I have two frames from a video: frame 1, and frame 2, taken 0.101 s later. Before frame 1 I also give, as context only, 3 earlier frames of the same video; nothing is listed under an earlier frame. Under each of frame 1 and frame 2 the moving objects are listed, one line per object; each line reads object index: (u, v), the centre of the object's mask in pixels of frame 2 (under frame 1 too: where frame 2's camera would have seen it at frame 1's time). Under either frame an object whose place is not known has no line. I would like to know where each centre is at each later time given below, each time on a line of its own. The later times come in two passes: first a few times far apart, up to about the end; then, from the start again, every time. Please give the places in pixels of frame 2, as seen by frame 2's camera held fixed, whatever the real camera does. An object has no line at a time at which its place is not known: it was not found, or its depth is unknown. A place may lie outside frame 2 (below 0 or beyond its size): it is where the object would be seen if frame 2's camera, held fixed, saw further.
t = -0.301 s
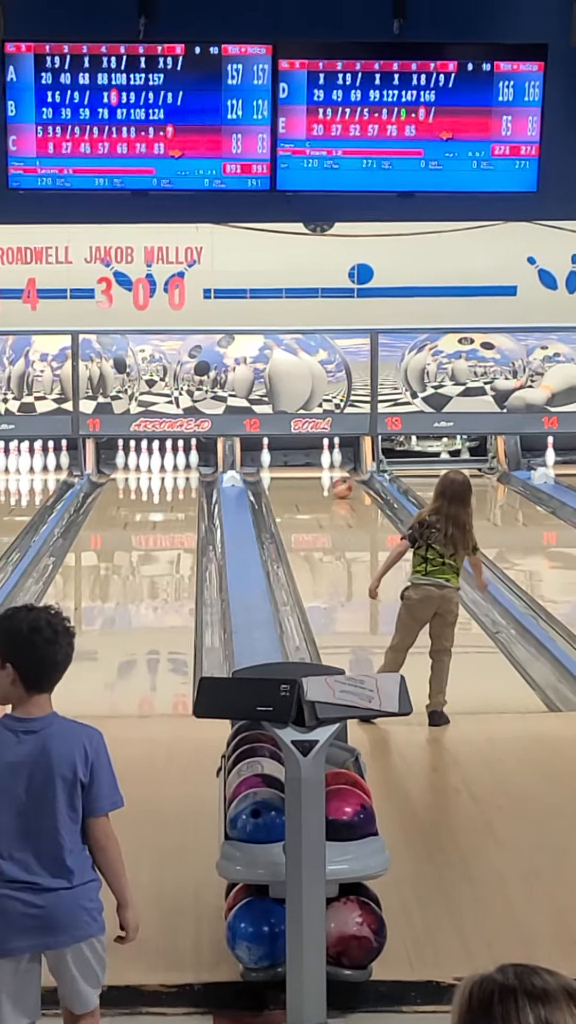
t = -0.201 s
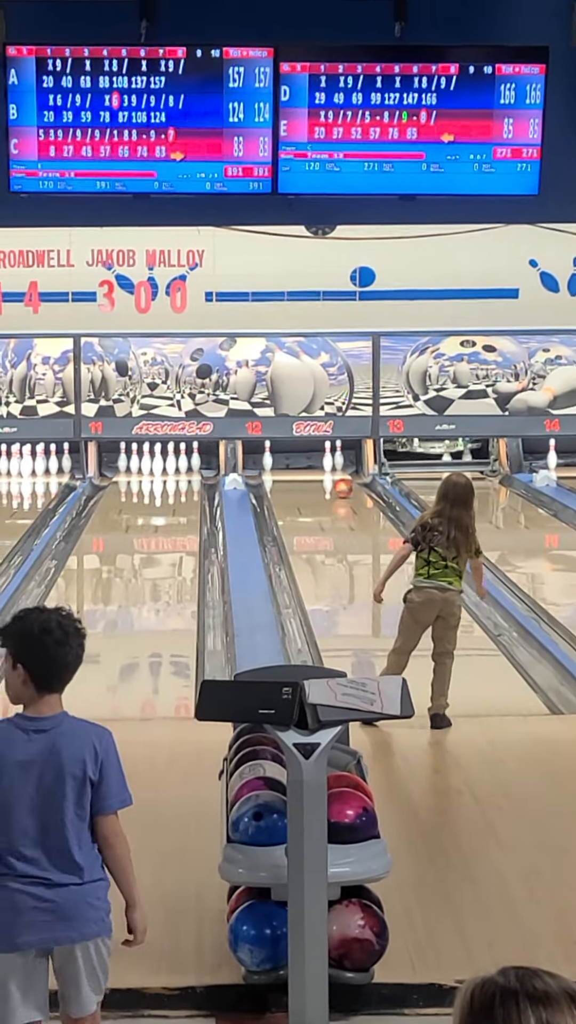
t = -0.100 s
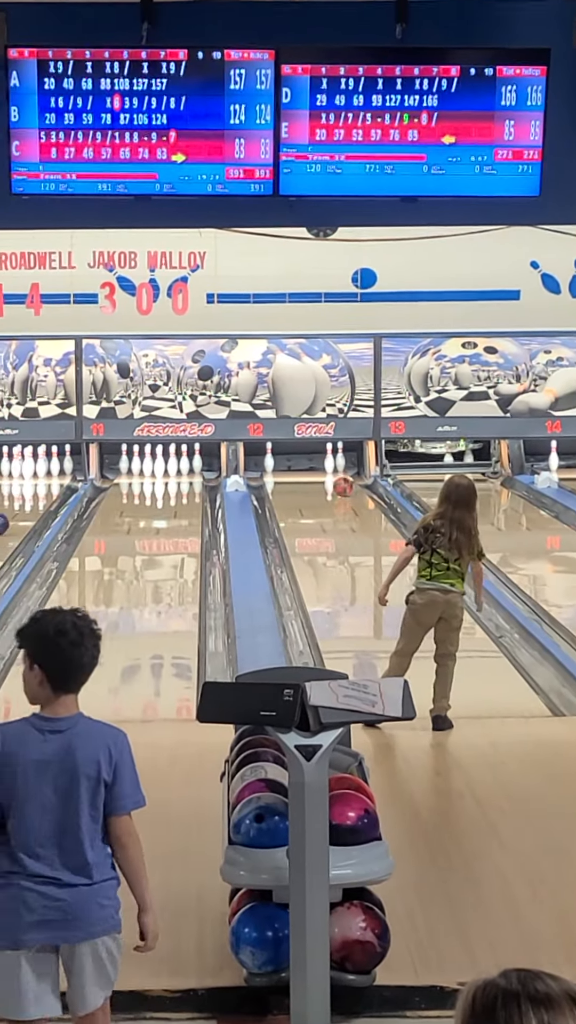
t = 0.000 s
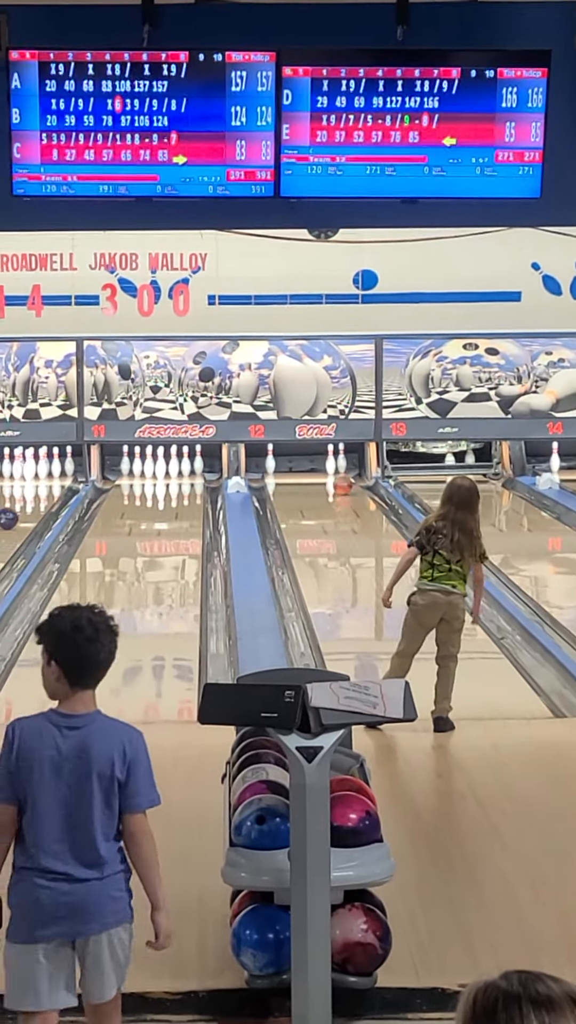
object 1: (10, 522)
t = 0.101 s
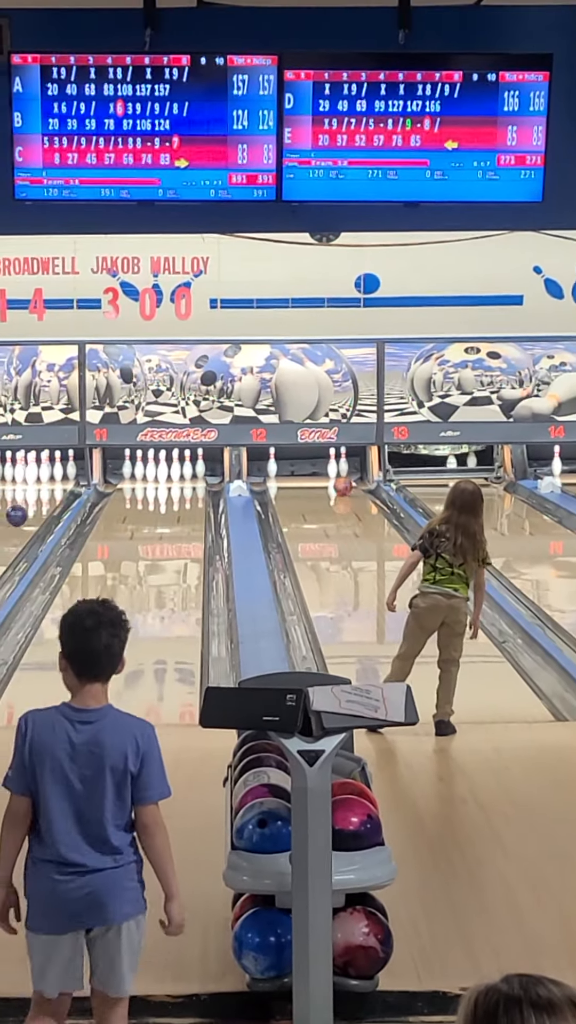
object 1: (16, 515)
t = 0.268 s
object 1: (27, 506)
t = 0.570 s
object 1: (39, 492)
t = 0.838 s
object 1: (40, 482)
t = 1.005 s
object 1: (36, 477)
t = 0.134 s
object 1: (19, 513)
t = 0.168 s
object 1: (21, 512)
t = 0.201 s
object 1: (23, 510)
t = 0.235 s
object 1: (25, 508)
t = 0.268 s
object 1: (27, 506)
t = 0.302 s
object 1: (29, 505)
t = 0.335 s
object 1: (31, 503)
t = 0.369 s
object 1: (32, 501)
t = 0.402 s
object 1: (34, 499)
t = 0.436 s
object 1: (35, 498)
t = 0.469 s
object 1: (36, 496)
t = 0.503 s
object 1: (37, 495)
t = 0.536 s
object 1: (38, 493)
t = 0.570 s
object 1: (39, 492)
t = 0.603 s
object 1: (40, 490)
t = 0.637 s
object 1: (40, 489)
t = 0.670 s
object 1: (40, 488)
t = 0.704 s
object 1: (41, 487)
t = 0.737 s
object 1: (41, 486)
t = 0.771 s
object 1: (40, 484)
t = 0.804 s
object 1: (40, 483)
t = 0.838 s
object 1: (40, 482)
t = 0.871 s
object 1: (40, 481)
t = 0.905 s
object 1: (39, 480)
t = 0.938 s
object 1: (38, 479)
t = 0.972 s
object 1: (37, 478)
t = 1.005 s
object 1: (36, 477)
